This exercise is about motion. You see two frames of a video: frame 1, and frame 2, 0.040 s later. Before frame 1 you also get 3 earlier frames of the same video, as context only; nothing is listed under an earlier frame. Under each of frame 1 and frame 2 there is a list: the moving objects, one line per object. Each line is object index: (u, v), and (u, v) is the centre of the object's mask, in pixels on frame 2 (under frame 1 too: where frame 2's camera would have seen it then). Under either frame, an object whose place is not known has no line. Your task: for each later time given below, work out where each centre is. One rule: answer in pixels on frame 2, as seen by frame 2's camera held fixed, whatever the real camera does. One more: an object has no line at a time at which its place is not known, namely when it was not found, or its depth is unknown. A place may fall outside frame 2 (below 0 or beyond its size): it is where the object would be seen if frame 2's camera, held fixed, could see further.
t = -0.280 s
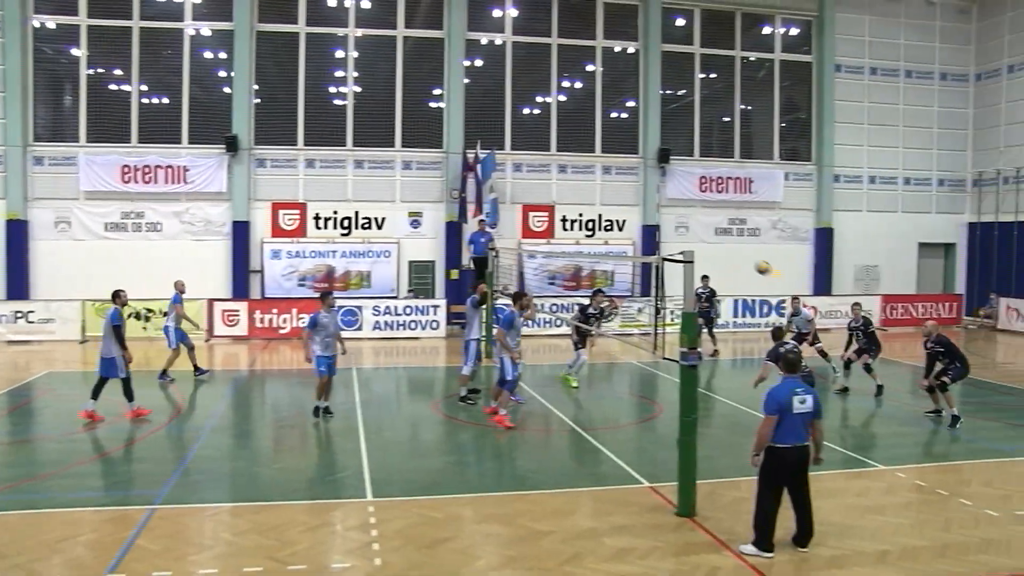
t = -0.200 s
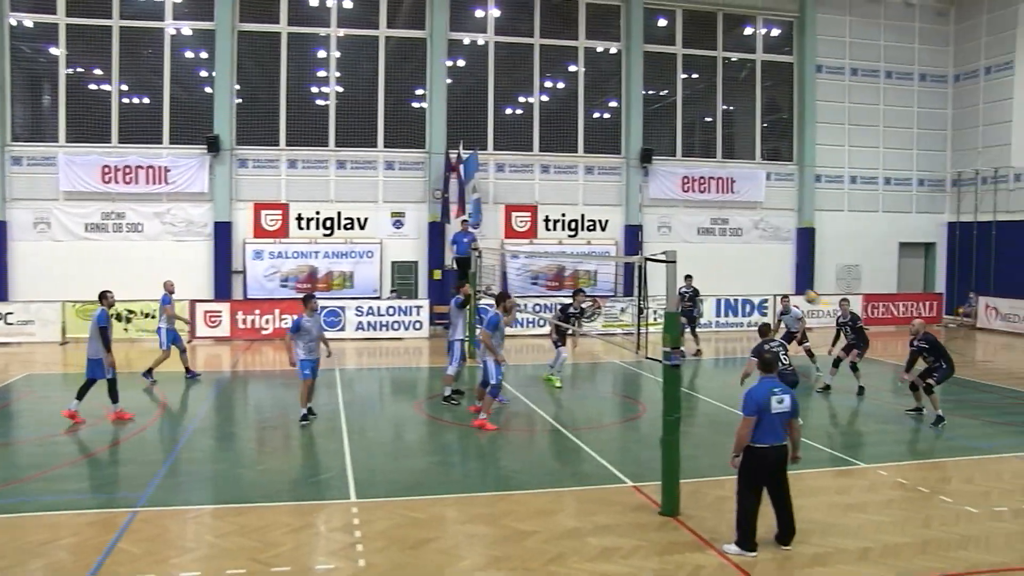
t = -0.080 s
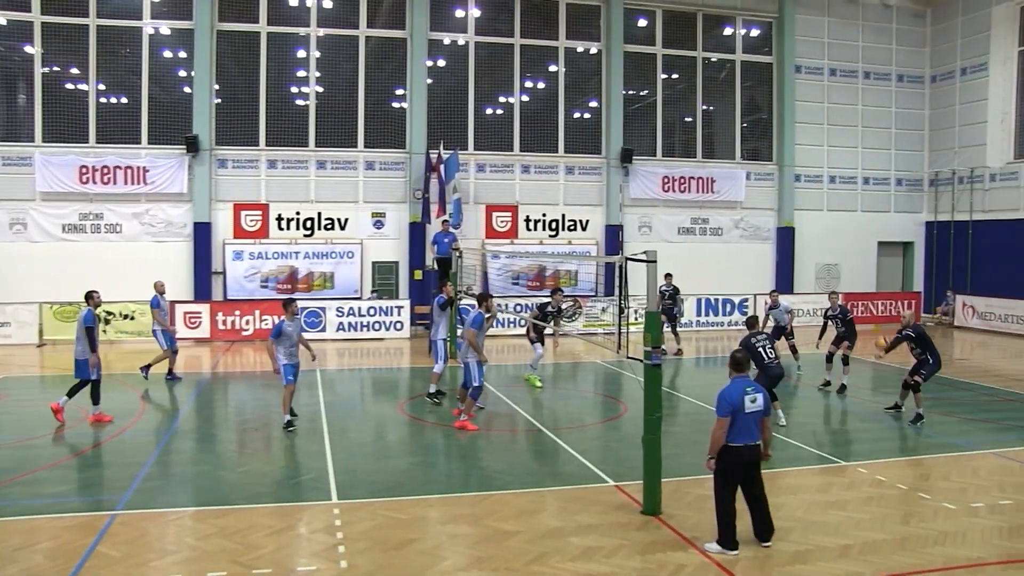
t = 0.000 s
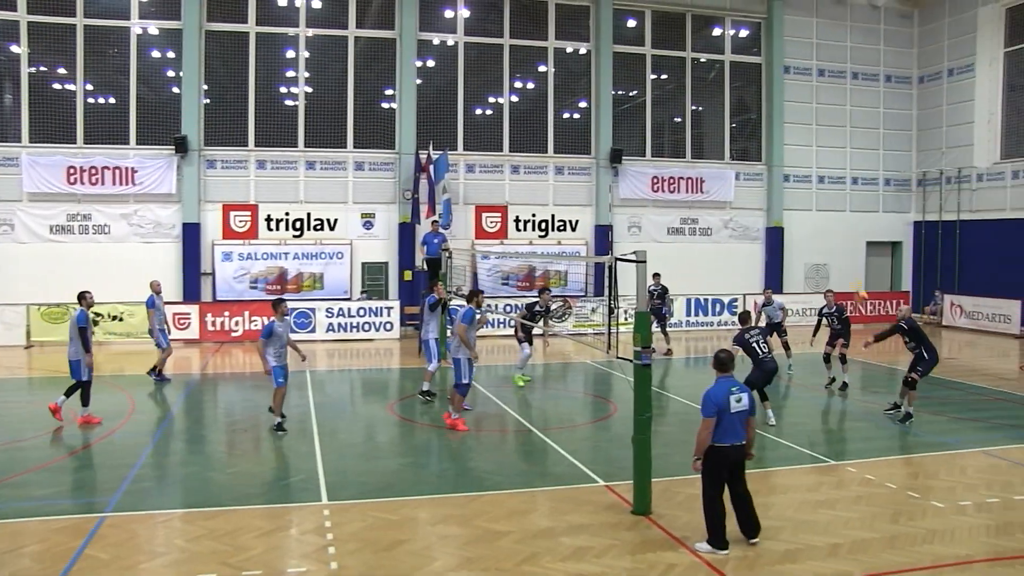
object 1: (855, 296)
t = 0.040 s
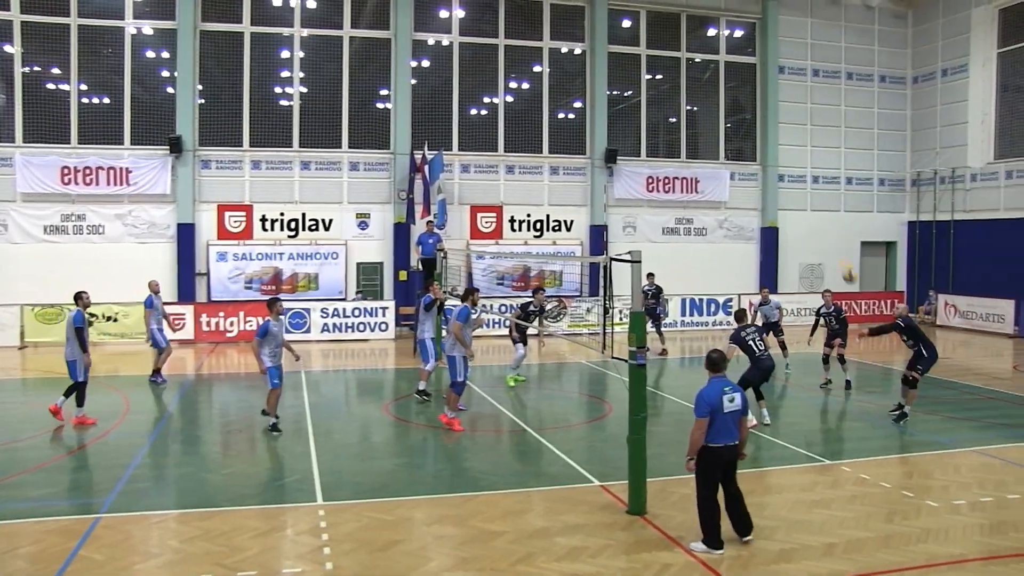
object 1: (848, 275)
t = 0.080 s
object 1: (844, 256)
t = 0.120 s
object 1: (838, 237)
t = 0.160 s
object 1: (833, 219)
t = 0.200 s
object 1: (827, 204)
